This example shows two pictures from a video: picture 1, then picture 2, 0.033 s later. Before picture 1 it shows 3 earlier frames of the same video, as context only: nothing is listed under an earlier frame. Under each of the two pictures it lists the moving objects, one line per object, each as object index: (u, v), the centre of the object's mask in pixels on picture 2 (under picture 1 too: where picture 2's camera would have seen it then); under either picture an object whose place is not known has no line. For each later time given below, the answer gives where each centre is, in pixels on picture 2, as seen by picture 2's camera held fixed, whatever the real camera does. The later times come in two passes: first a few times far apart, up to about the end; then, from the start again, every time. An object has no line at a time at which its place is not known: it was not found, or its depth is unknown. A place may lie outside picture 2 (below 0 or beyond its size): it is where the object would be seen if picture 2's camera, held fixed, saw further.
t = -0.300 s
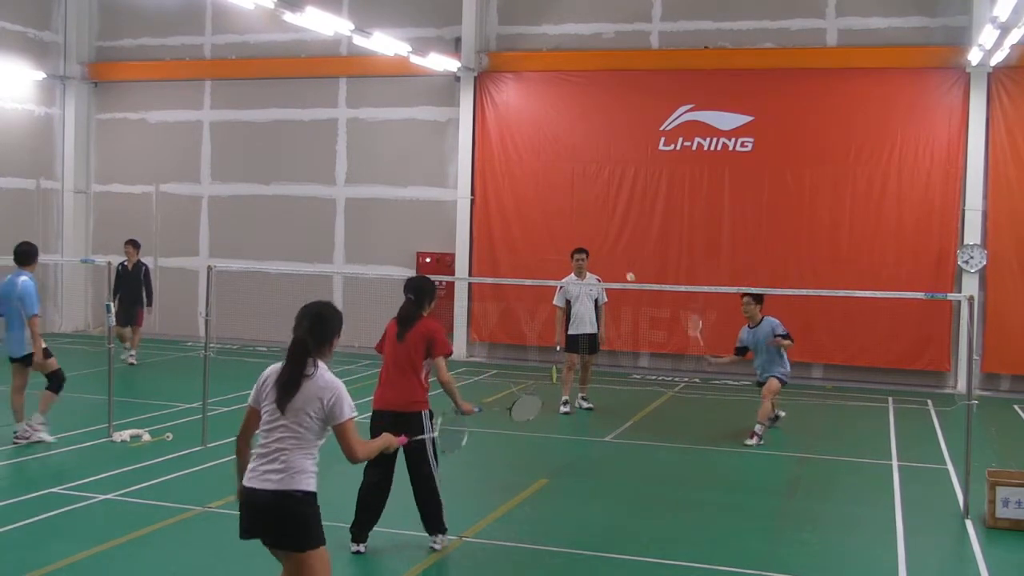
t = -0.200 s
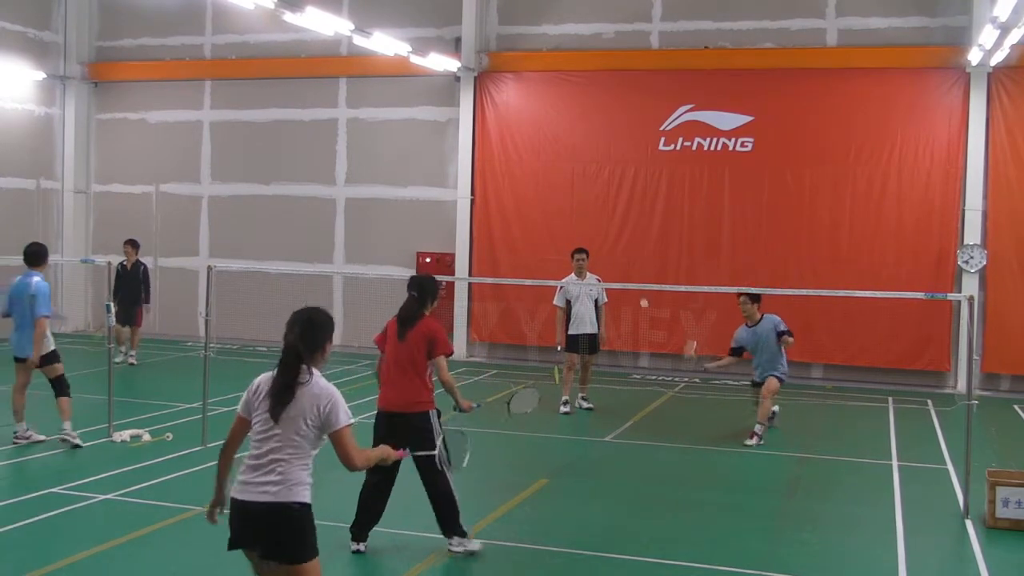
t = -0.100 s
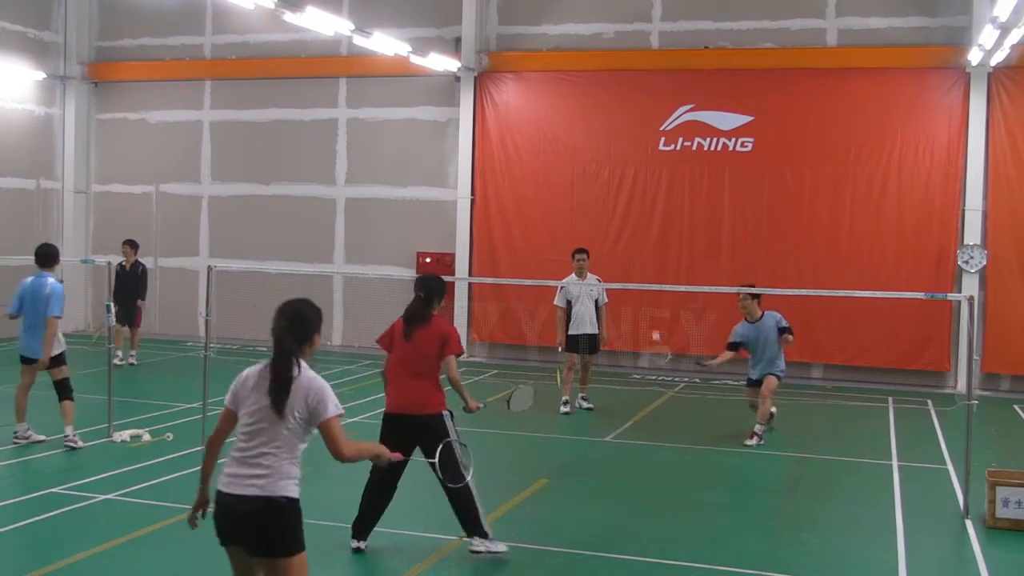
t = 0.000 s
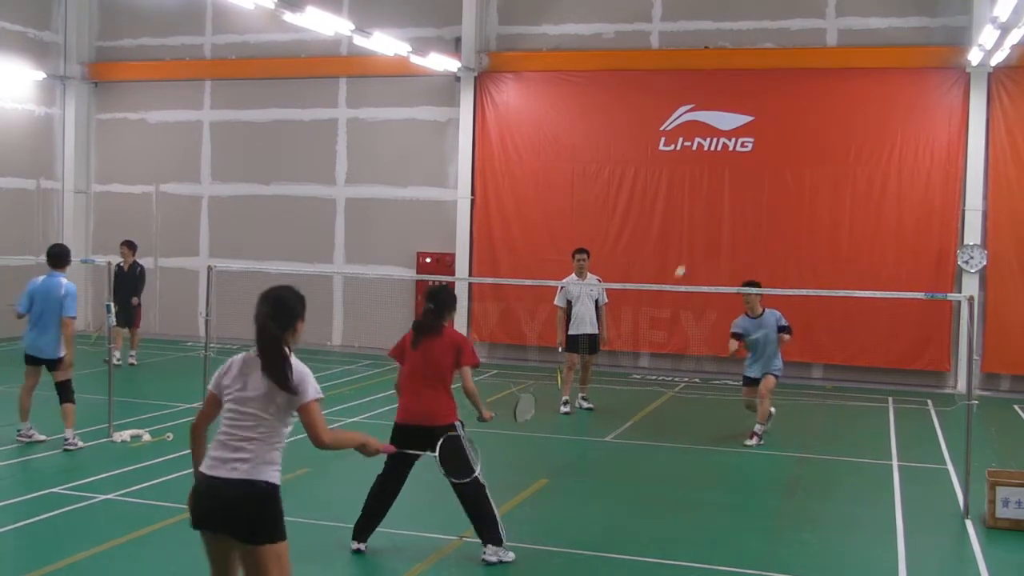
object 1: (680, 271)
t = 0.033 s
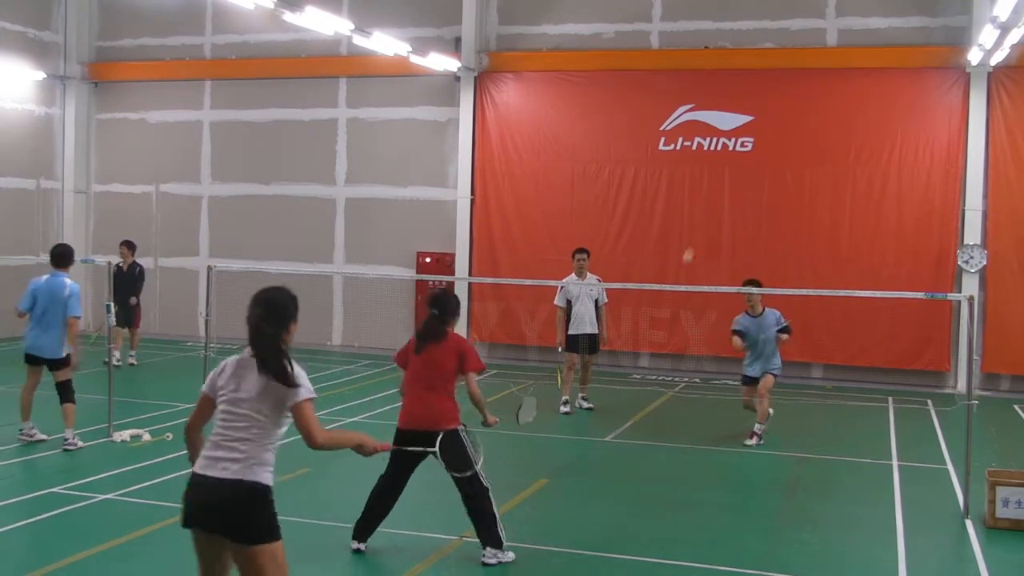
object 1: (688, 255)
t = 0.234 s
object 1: (731, 163)
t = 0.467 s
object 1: (781, 135)
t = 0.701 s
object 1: (827, 222)
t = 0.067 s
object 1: (696, 236)
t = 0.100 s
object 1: (703, 217)
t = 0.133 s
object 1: (710, 201)
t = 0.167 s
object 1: (717, 187)
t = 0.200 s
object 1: (724, 175)
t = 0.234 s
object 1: (731, 163)
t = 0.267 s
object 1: (738, 155)
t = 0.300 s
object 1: (748, 147)
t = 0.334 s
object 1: (755, 140)
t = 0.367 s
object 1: (760, 136)
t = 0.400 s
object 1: (768, 133)
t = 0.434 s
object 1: (775, 133)
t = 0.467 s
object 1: (781, 135)
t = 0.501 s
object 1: (788, 139)
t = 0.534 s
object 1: (795, 145)
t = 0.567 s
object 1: (802, 154)
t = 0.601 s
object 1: (808, 167)
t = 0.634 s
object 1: (814, 182)
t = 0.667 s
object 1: (820, 200)
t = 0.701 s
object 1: (827, 222)
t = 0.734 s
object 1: (833, 247)
